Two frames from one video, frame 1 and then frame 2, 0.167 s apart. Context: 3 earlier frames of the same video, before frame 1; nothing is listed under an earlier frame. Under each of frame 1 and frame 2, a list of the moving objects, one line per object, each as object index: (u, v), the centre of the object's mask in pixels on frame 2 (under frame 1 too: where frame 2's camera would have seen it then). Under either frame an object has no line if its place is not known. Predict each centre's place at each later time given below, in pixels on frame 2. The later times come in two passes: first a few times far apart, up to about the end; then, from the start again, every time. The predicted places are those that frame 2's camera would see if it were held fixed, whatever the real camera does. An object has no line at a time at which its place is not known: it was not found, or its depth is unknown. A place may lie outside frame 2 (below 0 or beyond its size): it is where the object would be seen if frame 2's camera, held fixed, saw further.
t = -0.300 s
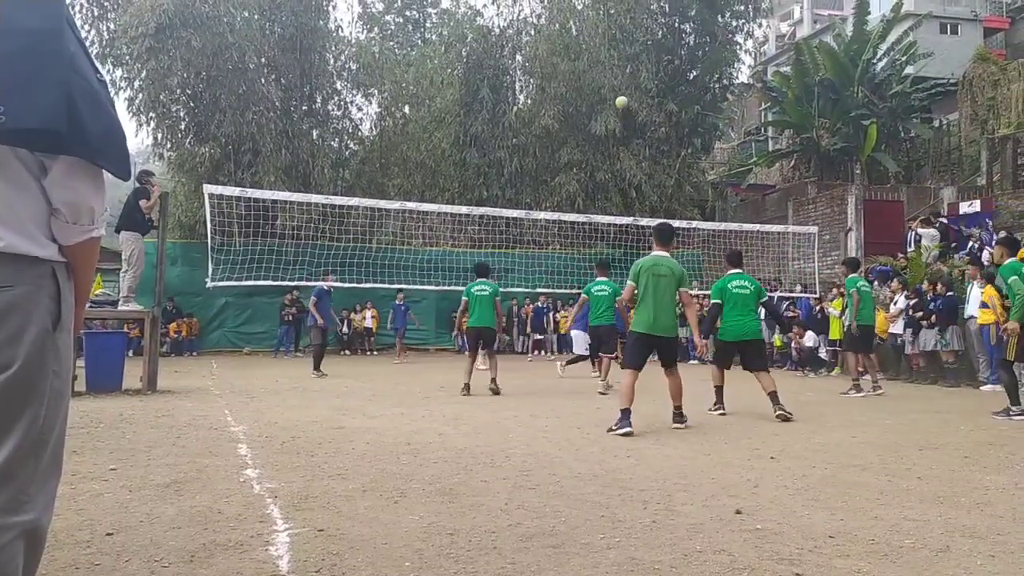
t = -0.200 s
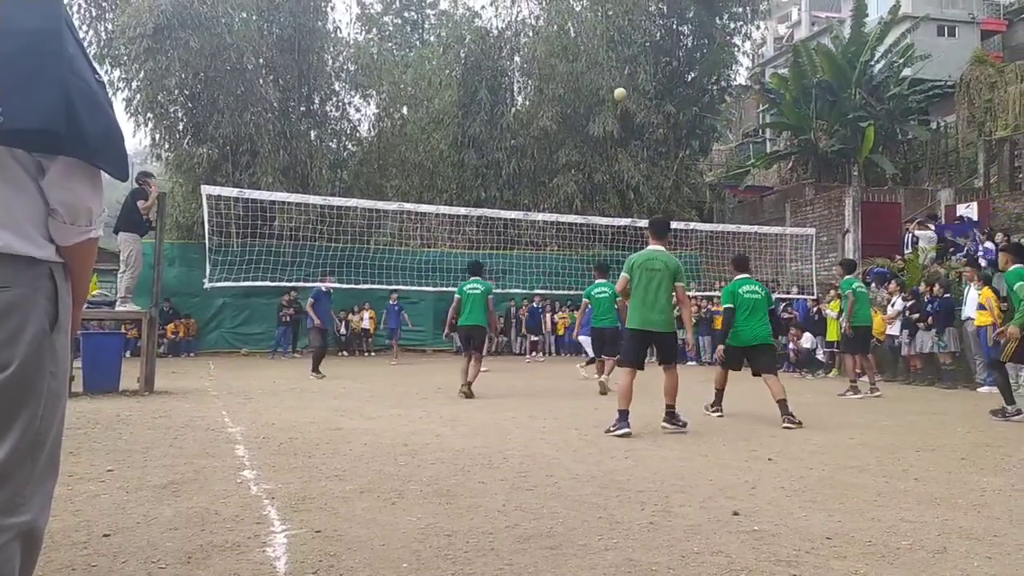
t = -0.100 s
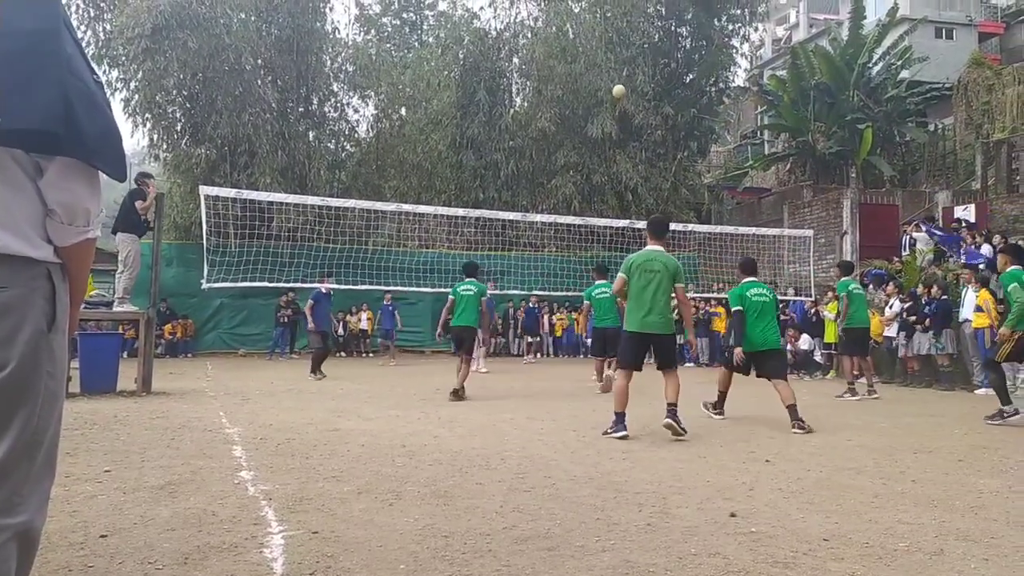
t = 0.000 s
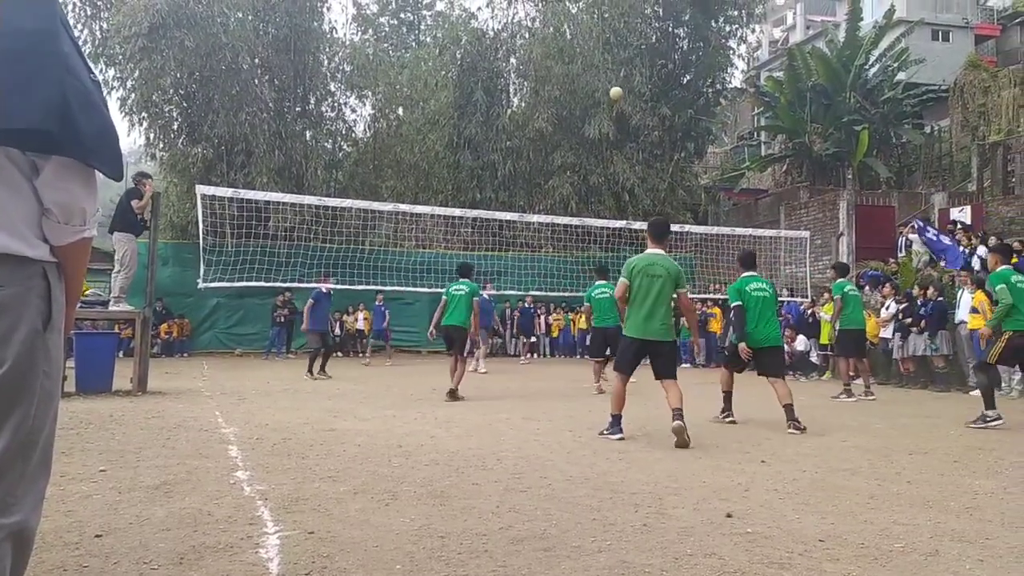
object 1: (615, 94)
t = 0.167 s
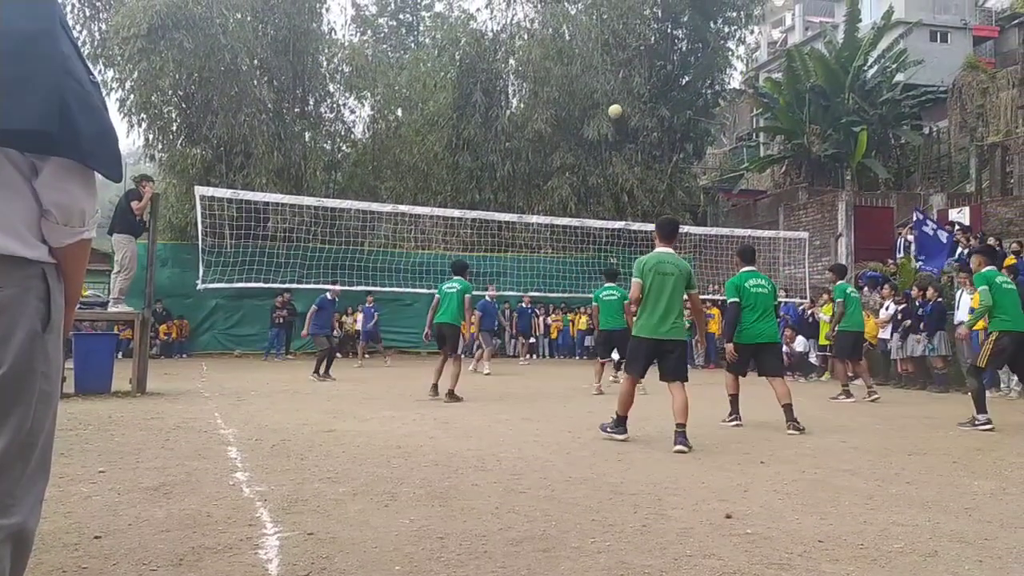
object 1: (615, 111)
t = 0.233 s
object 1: (615, 123)
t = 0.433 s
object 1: (614, 178)
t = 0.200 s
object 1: (615, 117)
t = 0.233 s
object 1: (615, 123)
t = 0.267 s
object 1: (615, 130)
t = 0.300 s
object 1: (615, 138)
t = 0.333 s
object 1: (615, 146)
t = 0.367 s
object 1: (614, 156)
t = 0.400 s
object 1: (614, 166)
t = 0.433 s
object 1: (614, 178)
